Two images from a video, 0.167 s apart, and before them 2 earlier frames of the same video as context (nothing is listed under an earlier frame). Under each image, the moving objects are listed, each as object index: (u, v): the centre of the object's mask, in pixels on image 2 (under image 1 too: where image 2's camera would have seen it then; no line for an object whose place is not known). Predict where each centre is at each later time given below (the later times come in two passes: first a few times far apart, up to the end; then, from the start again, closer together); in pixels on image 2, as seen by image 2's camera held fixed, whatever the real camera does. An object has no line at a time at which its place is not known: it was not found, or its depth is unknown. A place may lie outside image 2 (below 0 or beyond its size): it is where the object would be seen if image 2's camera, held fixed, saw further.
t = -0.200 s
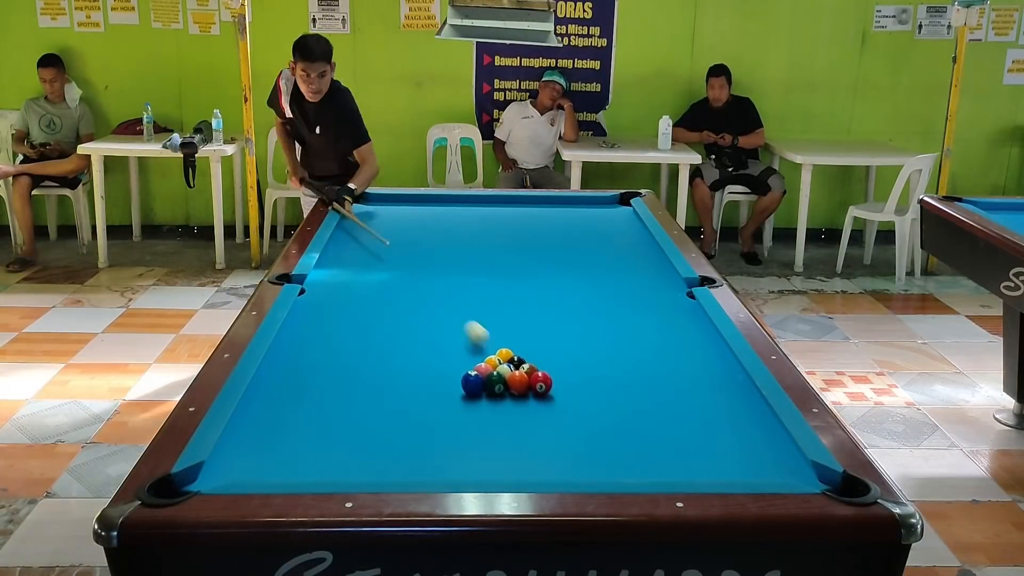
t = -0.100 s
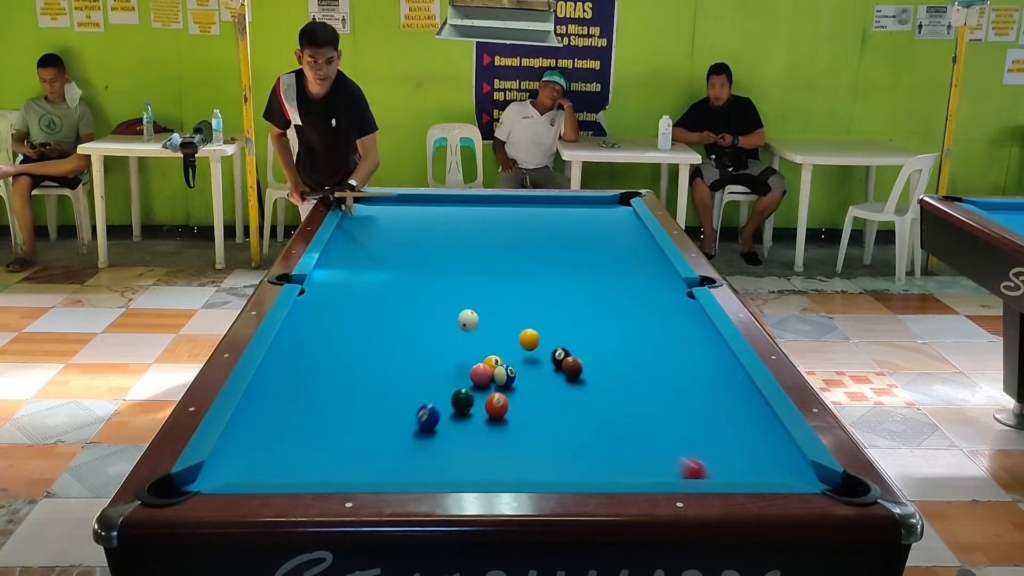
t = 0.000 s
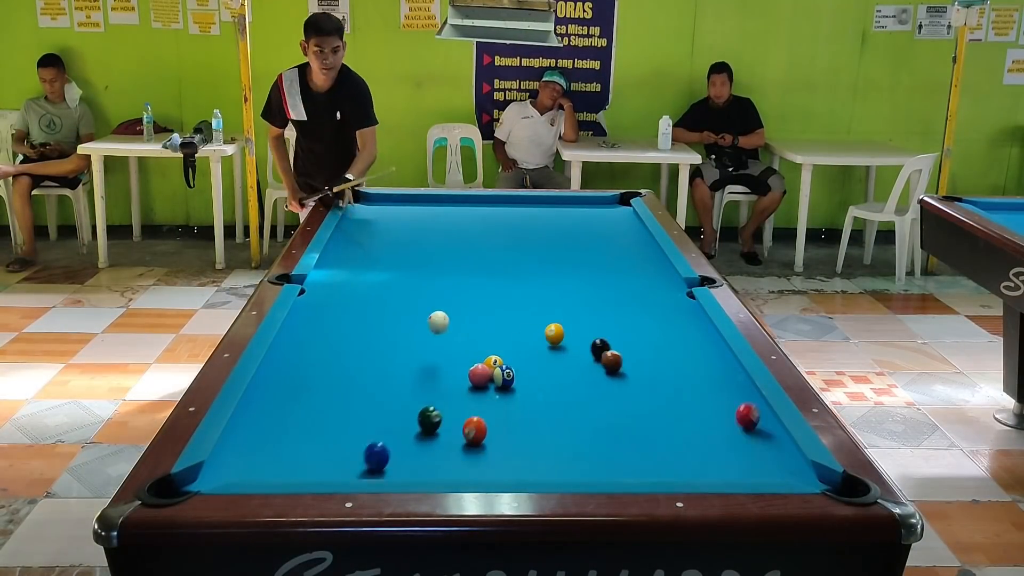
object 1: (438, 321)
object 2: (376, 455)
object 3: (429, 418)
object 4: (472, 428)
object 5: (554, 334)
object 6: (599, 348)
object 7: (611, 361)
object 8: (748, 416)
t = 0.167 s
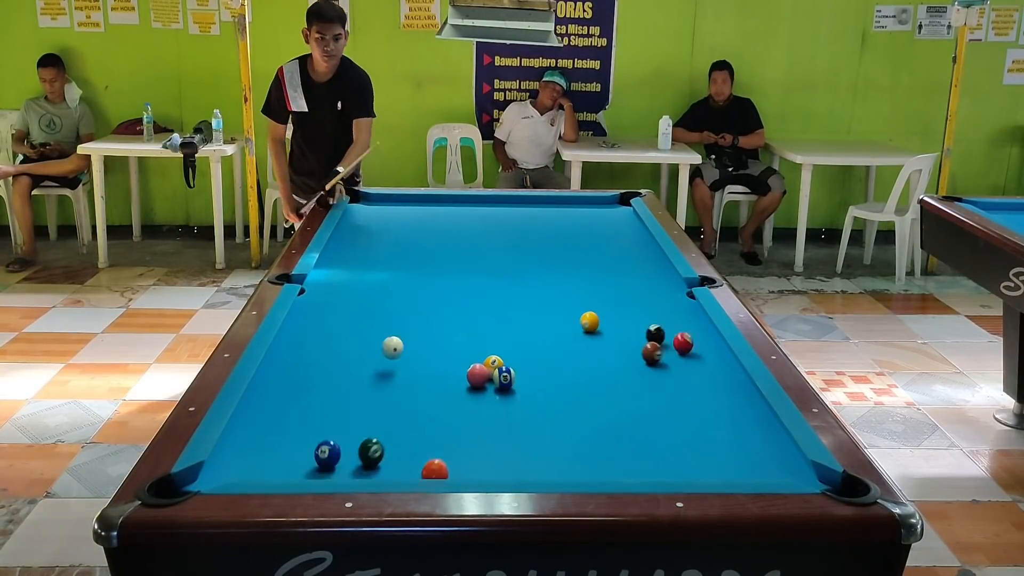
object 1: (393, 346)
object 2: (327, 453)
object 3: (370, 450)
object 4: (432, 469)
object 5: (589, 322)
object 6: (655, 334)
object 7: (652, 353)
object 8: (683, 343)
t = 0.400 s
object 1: (343, 373)
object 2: (291, 413)
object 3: (307, 464)
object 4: (414, 445)
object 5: (633, 304)
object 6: (696, 318)
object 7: (606, 343)
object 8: (655, 282)
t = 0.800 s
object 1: (260, 401)
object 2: (291, 360)
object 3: (255, 424)
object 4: (389, 397)
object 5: (692, 289)
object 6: (628, 292)
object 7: (556, 328)
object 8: (561, 220)
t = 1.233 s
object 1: (310, 400)
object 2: (348, 322)
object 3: (248, 423)
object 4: (369, 357)
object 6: (568, 269)
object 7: (510, 314)
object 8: (471, 214)
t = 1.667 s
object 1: (370, 393)
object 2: (393, 293)
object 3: (255, 423)
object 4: (353, 327)
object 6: (519, 251)
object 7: (472, 303)
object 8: (351, 243)
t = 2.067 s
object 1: (418, 388)
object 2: (427, 272)
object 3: (257, 423)
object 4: (342, 305)
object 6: (482, 237)
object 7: (443, 294)
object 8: (376, 273)
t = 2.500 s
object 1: (463, 383)
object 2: (457, 253)
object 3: (256, 423)
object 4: (333, 285)
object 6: (448, 224)
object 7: (416, 286)
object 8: (443, 311)
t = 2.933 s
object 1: (489, 386)
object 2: (481, 238)
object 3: (256, 422)
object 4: (325, 269)
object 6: (419, 213)
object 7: (393, 280)
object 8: (525, 358)
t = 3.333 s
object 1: (507, 388)
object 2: (501, 226)
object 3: (256, 422)
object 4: (330, 257)
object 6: (397, 204)
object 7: (377, 276)
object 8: (620, 412)
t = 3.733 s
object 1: (521, 389)
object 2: (518, 216)
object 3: (256, 422)
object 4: (341, 249)
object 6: (377, 198)
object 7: (364, 272)
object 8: (737, 472)
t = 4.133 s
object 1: (530, 390)
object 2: (532, 207)
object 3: (256, 422)
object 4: (350, 243)
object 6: (363, 201)
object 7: (355, 270)
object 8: (772, 441)
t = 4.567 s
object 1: (535, 390)
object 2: (545, 200)
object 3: (256, 422)
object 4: (359, 238)
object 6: (356, 203)
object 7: (348, 268)
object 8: (710, 409)
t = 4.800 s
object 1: (534, 390)
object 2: (550, 201)
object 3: (256, 422)
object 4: (363, 235)
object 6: (359, 204)
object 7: (346, 267)
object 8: (682, 394)
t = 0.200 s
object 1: (385, 350)
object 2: (321, 446)
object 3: (358, 459)
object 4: (427, 469)
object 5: (596, 319)
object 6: (666, 333)
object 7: (642, 352)
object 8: (685, 332)
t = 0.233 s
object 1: (377, 356)
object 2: (316, 441)
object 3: (345, 463)
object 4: (424, 464)
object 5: (603, 316)
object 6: (672, 331)
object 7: (634, 350)
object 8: (691, 321)
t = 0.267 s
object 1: (369, 362)
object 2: (311, 435)
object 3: (331, 470)
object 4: (424, 463)
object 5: (609, 314)
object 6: (679, 328)
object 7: (627, 349)
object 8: (695, 312)
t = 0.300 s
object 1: (362, 362)
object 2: (306, 429)
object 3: (321, 472)
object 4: (421, 456)
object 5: (615, 311)
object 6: (686, 325)
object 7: (621, 347)
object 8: (688, 303)
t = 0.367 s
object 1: (349, 370)
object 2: (296, 418)
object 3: (312, 467)
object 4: (416, 449)
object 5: (627, 307)
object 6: (700, 320)
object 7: (611, 345)
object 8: (665, 289)
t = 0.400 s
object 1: (343, 373)
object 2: (291, 413)
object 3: (307, 464)
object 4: (414, 445)
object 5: (633, 304)
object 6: (696, 318)
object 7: (606, 343)
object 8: (655, 282)
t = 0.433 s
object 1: (336, 375)
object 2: (286, 407)
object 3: (302, 461)
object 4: (412, 440)
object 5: (639, 302)
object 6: (690, 315)
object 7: (602, 342)
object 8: (645, 276)
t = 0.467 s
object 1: (330, 378)
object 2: (282, 402)
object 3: (297, 457)
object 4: (409, 436)
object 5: (645, 299)
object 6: (684, 313)
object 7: (597, 340)
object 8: (636, 269)
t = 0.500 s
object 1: (323, 380)
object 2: (277, 397)
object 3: (293, 454)
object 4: (407, 431)
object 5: (650, 297)
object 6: (677, 311)
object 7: (593, 339)
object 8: (627, 264)
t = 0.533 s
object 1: (316, 383)
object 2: (273, 392)
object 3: (288, 450)
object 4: (405, 427)
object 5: (656, 295)
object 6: (672, 309)
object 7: (589, 338)
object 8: (618, 258)
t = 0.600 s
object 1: (302, 388)
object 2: (265, 383)
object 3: (280, 443)
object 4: (401, 419)
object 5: (667, 290)
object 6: (660, 305)
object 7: (580, 335)
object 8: (602, 247)
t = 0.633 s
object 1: (295, 390)
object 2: (264, 378)
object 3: (275, 439)
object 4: (399, 415)
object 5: (672, 289)
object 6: (655, 302)
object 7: (576, 334)
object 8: (595, 242)
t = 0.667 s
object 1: (288, 393)
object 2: (270, 375)
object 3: (271, 436)
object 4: (397, 411)
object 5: (677, 287)
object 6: (649, 300)
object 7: (572, 332)
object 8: (588, 238)
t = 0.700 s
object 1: (281, 395)
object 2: (275, 372)
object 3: (267, 433)
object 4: (395, 408)
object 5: (682, 284)
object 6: (644, 298)
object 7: (568, 332)
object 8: (581, 233)
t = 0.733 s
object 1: (274, 398)
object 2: (280, 368)
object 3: (263, 429)
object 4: (393, 404)
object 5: (687, 282)
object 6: (638, 296)
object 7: (564, 330)
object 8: (574, 228)
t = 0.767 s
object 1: (267, 400)
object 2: (286, 364)
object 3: (259, 427)
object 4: (391, 401)
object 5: (690, 284)
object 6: (633, 294)
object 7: (560, 329)
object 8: (568, 224)
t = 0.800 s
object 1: (260, 401)
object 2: (291, 360)
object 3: (255, 424)
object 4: (389, 397)
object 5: (692, 289)
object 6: (628, 292)
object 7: (556, 328)
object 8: (561, 220)
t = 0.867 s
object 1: (251, 402)
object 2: (301, 354)
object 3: (249, 420)
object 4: (386, 390)
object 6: (618, 289)
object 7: (549, 326)
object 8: (550, 212)
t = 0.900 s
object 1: (259, 404)
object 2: (306, 351)
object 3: (246, 422)
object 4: (384, 387)
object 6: (613, 287)
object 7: (545, 325)
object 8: (544, 208)
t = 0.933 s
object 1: (264, 404)
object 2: (310, 347)
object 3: (244, 422)
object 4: (382, 384)
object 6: (608, 285)
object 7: (541, 323)
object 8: (539, 204)
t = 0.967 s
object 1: (269, 404)
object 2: (315, 344)
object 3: (241, 422)
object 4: (381, 381)
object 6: (604, 283)
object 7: (537, 322)
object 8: (533, 201)
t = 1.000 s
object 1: (274, 403)
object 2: (319, 342)
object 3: (242, 422)
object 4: (379, 378)
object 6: (599, 281)
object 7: (534, 321)
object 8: (527, 199)
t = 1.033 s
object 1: (279, 403)
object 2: (324, 339)
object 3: (243, 422)
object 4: (378, 375)
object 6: (594, 279)
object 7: (531, 320)
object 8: (520, 201)
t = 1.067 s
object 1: (285, 402)
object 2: (328, 336)
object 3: (244, 422)
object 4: (376, 371)
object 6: (590, 278)
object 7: (527, 319)
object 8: (512, 204)
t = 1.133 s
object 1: (295, 401)
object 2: (337, 330)
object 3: (246, 423)
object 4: (373, 365)
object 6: (581, 275)
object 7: (520, 317)
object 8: (496, 208)
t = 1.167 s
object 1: (300, 400)
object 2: (340, 328)
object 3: (247, 422)
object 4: (372, 363)
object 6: (577, 273)
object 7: (517, 316)
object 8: (488, 210)
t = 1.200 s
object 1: (305, 400)
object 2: (345, 325)
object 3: (247, 422)
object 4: (370, 360)
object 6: (572, 271)
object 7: (513, 315)
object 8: (479, 212)
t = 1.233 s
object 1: (310, 400)
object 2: (348, 322)
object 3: (248, 423)
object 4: (369, 357)
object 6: (568, 269)
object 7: (510, 314)
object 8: (471, 214)
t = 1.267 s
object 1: (315, 399)
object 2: (352, 320)
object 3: (249, 423)
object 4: (368, 355)
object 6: (564, 268)
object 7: (507, 313)
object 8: (463, 216)
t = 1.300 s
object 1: (320, 398)
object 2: (356, 317)
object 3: (250, 423)
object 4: (366, 352)
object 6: (560, 267)
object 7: (504, 312)
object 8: (454, 218)
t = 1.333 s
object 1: (325, 398)
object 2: (360, 315)
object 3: (250, 423)
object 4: (365, 350)
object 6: (556, 265)
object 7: (501, 312)
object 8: (446, 220)
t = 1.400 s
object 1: (335, 397)
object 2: (367, 310)
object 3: (252, 423)
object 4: (363, 345)
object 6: (548, 262)
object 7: (495, 309)
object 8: (428, 225)
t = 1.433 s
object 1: (339, 397)
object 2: (370, 308)
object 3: (252, 423)
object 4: (361, 342)
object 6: (545, 261)
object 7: (492, 309)
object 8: (419, 227)
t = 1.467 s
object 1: (344, 396)
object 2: (374, 305)
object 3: (253, 423)
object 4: (360, 340)
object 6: (541, 259)
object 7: (489, 308)
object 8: (409, 229)
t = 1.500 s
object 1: (348, 395)
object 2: (377, 304)
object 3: (253, 423)
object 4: (359, 338)
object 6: (537, 258)
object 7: (486, 307)
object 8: (400, 231)
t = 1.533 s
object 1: (353, 395)
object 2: (381, 301)
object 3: (254, 423)
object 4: (358, 335)
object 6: (534, 256)
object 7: (483, 306)
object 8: (390, 234)
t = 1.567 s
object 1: (357, 394)
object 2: (384, 300)
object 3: (254, 423)
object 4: (356, 333)
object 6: (530, 255)
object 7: (480, 305)
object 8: (381, 236)
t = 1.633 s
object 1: (366, 393)
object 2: (390, 295)
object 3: (255, 423)
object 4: (354, 329)
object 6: (523, 252)
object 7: (475, 303)
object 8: (361, 241)
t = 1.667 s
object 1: (370, 393)
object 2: (393, 293)
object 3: (255, 423)
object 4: (353, 327)
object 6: (519, 251)
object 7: (472, 303)
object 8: (351, 243)
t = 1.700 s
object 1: (375, 393)
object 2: (396, 291)
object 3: (255, 423)
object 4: (352, 325)
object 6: (516, 250)
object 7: (470, 302)
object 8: (340, 245)
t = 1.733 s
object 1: (379, 392)
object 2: (399, 290)
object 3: (256, 423)
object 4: (351, 323)
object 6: (513, 249)
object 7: (467, 301)
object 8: (331, 248)
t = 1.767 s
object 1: (383, 392)
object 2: (402, 288)
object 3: (256, 423)
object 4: (350, 321)
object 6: (509, 247)
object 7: (464, 300)
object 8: (336, 250)
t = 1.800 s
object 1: (387, 391)
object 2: (405, 286)
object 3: (256, 423)
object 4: (349, 319)
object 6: (506, 246)
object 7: (462, 300)
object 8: (340, 253)
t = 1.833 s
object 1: (391, 391)
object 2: (408, 284)
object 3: (256, 423)
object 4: (348, 317)
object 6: (503, 245)
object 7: (459, 299)
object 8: (345, 255)
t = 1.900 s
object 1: (399, 390)
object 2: (414, 280)
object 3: (257, 423)
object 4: (346, 313)
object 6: (497, 242)
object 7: (454, 298)
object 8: (353, 260)
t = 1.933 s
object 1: (403, 390)
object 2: (416, 278)
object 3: (257, 423)
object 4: (345, 311)
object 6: (494, 241)
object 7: (452, 297)
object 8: (358, 263)
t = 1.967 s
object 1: (407, 390)
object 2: (419, 277)
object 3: (257, 423)
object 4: (345, 310)
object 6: (491, 240)
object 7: (450, 296)
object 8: (362, 265)
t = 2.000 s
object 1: (411, 389)
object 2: (422, 275)
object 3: (257, 423)
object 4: (344, 308)
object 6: (488, 239)
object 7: (447, 295)
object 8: (367, 268)
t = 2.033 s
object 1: (414, 388)
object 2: (424, 274)
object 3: (257, 423)
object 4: (343, 306)
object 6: (485, 238)
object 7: (445, 295)
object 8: (371, 270)
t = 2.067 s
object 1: (418, 388)
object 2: (427, 272)
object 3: (257, 423)
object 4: (342, 305)
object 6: (482, 237)
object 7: (443, 294)
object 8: (376, 273)
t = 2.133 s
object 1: (425, 387)
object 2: (432, 269)
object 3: (257, 423)
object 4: (340, 301)
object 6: (477, 234)
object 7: (438, 292)
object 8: (386, 279)
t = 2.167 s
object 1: (429, 387)
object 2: (434, 267)
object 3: (257, 423)
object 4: (340, 299)
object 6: (474, 233)
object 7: (436, 292)
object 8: (390, 281)
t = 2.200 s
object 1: (433, 386)
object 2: (437, 266)
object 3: (257, 423)
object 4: (339, 298)
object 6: (471, 233)
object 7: (434, 291)
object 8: (395, 284)
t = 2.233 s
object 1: (436, 386)
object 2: (439, 264)
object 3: (256, 423)
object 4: (338, 296)
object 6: (468, 232)
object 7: (432, 291)
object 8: (400, 287)
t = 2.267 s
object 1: (440, 385)
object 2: (441, 263)
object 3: (256, 423)
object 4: (337, 295)
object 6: (466, 231)
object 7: (430, 290)
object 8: (406, 290)
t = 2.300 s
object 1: (443, 385)
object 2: (443, 261)
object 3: (256, 423)
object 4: (337, 293)
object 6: (463, 230)
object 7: (428, 290)
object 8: (411, 293)
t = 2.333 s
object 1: (447, 385)
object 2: (446, 259)
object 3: (257, 423)
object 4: (336, 292)
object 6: (461, 228)
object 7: (427, 288)
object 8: (416, 296)
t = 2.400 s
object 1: (453, 384)
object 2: (450, 257)
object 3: (257, 423)
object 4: (335, 289)
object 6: (456, 227)
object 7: (421, 287)
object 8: (427, 302)
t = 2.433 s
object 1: (456, 384)
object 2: (452, 256)
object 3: (257, 423)
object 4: (334, 287)
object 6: (453, 226)
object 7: (420, 287)
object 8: (432, 305)
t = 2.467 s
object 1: (459, 384)
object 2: (455, 254)
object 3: (257, 423)
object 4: (333, 286)
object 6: (451, 225)
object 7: (418, 287)
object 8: (438, 308)
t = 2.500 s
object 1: (463, 383)
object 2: (457, 253)
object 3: (256, 423)
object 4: (333, 285)
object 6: (448, 224)
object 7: (416, 286)
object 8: (443, 311)
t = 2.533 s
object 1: (466, 383)
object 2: (459, 252)
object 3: (256, 423)
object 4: (332, 283)
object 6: (446, 223)
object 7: (414, 285)
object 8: (449, 315)
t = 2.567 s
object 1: (468, 383)
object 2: (461, 250)
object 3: (256, 423)
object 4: (331, 282)
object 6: (443, 222)
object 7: (412, 285)
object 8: (455, 318)
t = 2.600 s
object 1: (470, 383)
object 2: (463, 249)
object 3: (256, 423)
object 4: (331, 281)
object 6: (441, 221)
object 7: (410, 284)
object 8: (461, 321)
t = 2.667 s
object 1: (474, 384)
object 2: (467, 247)
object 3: (256, 423)
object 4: (330, 278)
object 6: (436, 219)
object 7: (407, 284)
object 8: (473, 328)
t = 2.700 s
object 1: (476, 384)
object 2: (469, 246)
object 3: (257, 423)
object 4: (329, 277)
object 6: (434, 218)
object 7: (405, 283)
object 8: (479, 332)
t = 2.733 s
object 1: (478, 385)
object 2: (470, 245)
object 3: (256, 423)
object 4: (328, 276)
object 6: (432, 218)
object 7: (403, 283)
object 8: (485, 335)
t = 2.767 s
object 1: (480, 385)
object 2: (473, 243)
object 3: (256, 423)
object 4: (328, 274)
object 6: (430, 217)
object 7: (401, 282)
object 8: (492, 339)
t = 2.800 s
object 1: (482, 385)
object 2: (474, 242)
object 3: (256, 423)
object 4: (327, 273)
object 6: (428, 216)
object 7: (400, 282)
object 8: (498, 343)
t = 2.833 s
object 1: (483, 385)
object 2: (476, 241)
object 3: (256, 423)
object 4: (327, 272)
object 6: (426, 215)
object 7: (398, 281)
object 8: (505, 347)
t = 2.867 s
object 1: (485, 385)
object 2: (478, 239)
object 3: (256, 422)
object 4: (326, 271)
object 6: (423, 214)
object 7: (397, 281)
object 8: (512, 350)
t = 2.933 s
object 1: (489, 386)
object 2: (481, 238)
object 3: (256, 422)
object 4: (325, 269)
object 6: (419, 213)
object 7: (393, 280)
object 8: (525, 358)
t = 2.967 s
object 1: (491, 386)
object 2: (483, 236)
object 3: (256, 422)
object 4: (325, 267)
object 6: (417, 212)
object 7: (392, 280)
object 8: (532, 363)
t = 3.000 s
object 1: (492, 386)
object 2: (485, 235)
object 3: (256, 422)
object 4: (325, 266)
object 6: (415, 211)
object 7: (391, 279)
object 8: (540, 367)
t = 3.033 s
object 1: (494, 386)
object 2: (487, 234)
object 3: (256, 422)
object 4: (324, 265)
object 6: (413, 211)
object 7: (389, 279)
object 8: (547, 371)
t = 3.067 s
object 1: (496, 387)
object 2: (488, 234)
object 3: (256, 422)
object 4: (324, 264)
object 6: (412, 210)
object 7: (388, 278)
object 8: (555, 375)
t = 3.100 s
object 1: (497, 387)
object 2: (490, 233)
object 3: (256, 422)
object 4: (323, 263)
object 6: (410, 209)
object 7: (386, 278)
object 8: (562, 379)
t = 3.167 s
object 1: (501, 387)
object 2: (493, 230)
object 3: (256, 422)
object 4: (325, 261)
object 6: (406, 207)
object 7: (383, 277)
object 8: (578, 388)
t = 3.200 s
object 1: (502, 387)
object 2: (495, 229)
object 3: (256, 422)
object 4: (326, 261)
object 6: (404, 207)
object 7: (382, 277)
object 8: (586, 393)
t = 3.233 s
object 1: (504, 387)
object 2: (496, 228)
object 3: (256, 422)
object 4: (327, 260)
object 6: (402, 206)
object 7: (381, 276)
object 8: (594, 397)
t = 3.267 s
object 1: (505, 388)
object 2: (498, 227)
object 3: (256, 422)
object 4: (328, 259)
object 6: (401, 205)
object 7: (380, 276)
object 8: (602, 402)
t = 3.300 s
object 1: (506, 388)
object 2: (499, 227)
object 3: (256, 422)
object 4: (329, 258)
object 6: (399, 205)
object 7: (378, 276)
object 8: (611, 407)
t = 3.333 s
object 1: (507, 388)
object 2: (501, 226)
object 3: (256, 422)
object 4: (330, 257)
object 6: (397, 204)
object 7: (377, 276)
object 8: (620, 412)
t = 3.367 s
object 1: (509, 388)
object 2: (502, 225)
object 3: (256, 422)
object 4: (331, 257)
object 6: (395, 203)
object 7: (376, 275)
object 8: (628, 417)
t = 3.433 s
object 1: (511, 388)
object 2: (506, 223)
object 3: (256, 422)
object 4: (333, 255)
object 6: (392, 202)
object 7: (373, 274)
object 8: (647, 427)
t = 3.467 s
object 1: (513, 388)
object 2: (507, 222)
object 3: (256, 422)
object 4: (334, 255)
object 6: (390, 201)
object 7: (372, 274)
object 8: (656, 432)
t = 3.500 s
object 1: (514, 389)
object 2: (508, 221)
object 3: (256, 422)
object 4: (335, 254)
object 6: (388, 201)
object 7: (371, 274)
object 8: (666, 437)
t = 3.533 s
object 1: (515, 389)
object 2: (510, 221)
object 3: (256, 422)
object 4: (336, 253)
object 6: (387, 200)
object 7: (370, 274)
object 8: (676, 443)
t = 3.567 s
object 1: (516, 389)
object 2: (511, 220)
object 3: (256, 422)
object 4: (336, 253)
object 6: (385, 200)
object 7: (369, 273)
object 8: (685, 449)
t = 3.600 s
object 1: (517, 389)
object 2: (512, 219)
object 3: (256, 422)
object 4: (337, 252)
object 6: (383, 200)
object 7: (368, 273)
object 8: (695, 454)
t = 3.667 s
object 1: (519, 389)
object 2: (515, 217)
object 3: (256, 422)
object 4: (339, 251)
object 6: (380, 199)
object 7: (366, 273)
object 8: (716, 465)
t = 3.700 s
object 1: (520, 389)
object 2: (516, 216)
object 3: (256, 422)
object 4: (340, 250)
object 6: (378, 198)
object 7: (365, 272)
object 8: (727, 469)
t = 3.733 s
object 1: (521, 389)
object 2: (518, 216)
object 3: (256, 422)
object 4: (341, 249)
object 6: (377, 198)
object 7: (364, 272)
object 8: (737, 472)
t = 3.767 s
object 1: (522, 389)
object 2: (519, 215)
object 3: (256, 422)
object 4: (341, 249)
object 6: (376, 198)
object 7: (363, 272)
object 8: (744, 471)
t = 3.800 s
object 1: (523, 389)
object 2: (520, 214)
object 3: (256, 422)
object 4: (342, 248)
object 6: (374, 198)
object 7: (362, 272)
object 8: (750, 469)
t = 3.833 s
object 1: (524, 389)
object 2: (522, 213)
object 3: (256, 422)
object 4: (343, 248)
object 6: (374, 199)
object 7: (361, 272)
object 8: (755, 467)
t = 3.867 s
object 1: (525, 389)
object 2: (523, 213)
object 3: (256, 422)
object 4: (344, 247)
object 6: (372, 199)
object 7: (360, 271)
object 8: (761, 465)
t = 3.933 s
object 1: (527, 390)
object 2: (525, 211)
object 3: (256, 422)
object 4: (345, 246)
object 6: (370, 199)
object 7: (359, 271)
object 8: (771, 460)
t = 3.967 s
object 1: (527, 390)
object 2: (526, 211)
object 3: (256, 422)
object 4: (346, 246)
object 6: (369, 199)
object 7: (358, 271)
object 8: (777, 456)
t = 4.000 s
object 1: (528, 390)
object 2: (527, 210)
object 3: (256, 422)
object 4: (347, 245)
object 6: (368, 200)
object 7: (357, 270)
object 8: (782, 454)
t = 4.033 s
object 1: (529, 390)
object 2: (528, 209)
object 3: (256, 422)
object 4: (348, 244)
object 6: (366, 200)
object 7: (357, 270)
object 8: (786, 450)
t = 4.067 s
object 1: (529, 390)
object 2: (530, 209)
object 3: (256, 422)
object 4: (348, 244)
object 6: (365, 200)
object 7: (356, 270)
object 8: (783, 448)
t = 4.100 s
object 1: (530, 390)
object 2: (531, 208)
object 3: (256, 422)
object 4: (349, 243)
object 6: (364, 200)
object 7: (355, 270)
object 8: (777, 444)
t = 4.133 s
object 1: (530, 390)
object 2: (532, 207)
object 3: (256, 422)
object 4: (350, 243)
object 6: (363, 201)
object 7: (355, 270)
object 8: (772, 441)
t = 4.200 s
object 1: (531, 390)
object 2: (534, 206)
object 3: (256, 422)
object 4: (351, 242)
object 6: (361, 201)
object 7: (353, 270)
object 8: (761, 436)
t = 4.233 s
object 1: (532, 390)
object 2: (535, 205)
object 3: (256, 422)
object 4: (352, 242)
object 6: (360, 201)
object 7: (353, 269)
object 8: (756, 433)
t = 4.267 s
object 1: (532, 390)
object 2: (536, 205)
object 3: (256, 422)
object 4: (353, 241)
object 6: (359, 201)
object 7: (352, 269)
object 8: (751, 430)
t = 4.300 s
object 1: (533, 390)
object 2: (537, 204)
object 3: (256, 422)
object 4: (353, 241)
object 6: (357, 201)
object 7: (352, 269)
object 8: (746, 428)
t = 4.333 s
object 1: (533, 390)
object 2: (538, 204)
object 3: (256, 422)
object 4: (354, 240)
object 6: (356, 202)
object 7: (351, 269)
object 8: (742, 426)
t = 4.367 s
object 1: (533, 390)
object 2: (539, 203)
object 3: (256, 422)
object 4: (355, 240)
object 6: (355, 202)
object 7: (351, 269)
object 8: (737, 423)
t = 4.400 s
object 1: (534, 390)
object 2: (540, 203)
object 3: (256, 422)
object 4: (356, 239)
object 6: (355, 202)
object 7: (350, 269)
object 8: (732, 420)
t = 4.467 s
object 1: (534, 390)
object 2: (541, 202)
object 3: (256, 422)
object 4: (357, 239)
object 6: (355, 203)
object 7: (349, 269)
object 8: (723, 416)
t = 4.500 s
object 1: (534, 390)
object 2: (543, 202)
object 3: (256, 422)
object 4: (357, 238)
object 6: (356, 203)
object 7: (349, 268)
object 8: (719, 413)
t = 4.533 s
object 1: (534, 390)
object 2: (544, 201)
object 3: (256, 422)
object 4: (358, 238)
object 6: (356, 203)
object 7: (349, 268)
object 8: (714, 411)
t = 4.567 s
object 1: (535, 390)
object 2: (545, 200)
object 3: (256, 422)
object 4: (359, 238)
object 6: (356, 203)
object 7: (348, 268)
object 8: (710, 409)
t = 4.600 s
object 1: (535, 390)
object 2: (546, 200)
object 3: (256, 422)
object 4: (359, 237)
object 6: (357, 203)
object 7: (348, 268)
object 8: (706, 406)
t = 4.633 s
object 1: (535, 390)
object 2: (547, 200)
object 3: (256, 422)
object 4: (360, 237)
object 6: (357, 204)
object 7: (348, 268)
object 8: (702, 404)
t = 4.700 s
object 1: (535, 390)
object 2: (549, 200)
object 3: (256, 422)
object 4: (361, 236)
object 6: (358, 204)
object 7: (347, 268)
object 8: (694, 400)
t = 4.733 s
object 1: (535, 390)
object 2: (549, 200)
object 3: (256, 422)
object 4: (362, 236)
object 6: (358, 204)
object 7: (347, 268)
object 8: (690, 398)
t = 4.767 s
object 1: (535, 390)
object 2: (550, 201)
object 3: (256, 422)
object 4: (362, 236)
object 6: (359, 204)
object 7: (347, 268)
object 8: (686, 396)
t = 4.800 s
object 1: (534, 390)
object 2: (550, 201)
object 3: (256, 422)
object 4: (363, 235)
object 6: (359, 204)
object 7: (346, 267)
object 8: (682, 394)
